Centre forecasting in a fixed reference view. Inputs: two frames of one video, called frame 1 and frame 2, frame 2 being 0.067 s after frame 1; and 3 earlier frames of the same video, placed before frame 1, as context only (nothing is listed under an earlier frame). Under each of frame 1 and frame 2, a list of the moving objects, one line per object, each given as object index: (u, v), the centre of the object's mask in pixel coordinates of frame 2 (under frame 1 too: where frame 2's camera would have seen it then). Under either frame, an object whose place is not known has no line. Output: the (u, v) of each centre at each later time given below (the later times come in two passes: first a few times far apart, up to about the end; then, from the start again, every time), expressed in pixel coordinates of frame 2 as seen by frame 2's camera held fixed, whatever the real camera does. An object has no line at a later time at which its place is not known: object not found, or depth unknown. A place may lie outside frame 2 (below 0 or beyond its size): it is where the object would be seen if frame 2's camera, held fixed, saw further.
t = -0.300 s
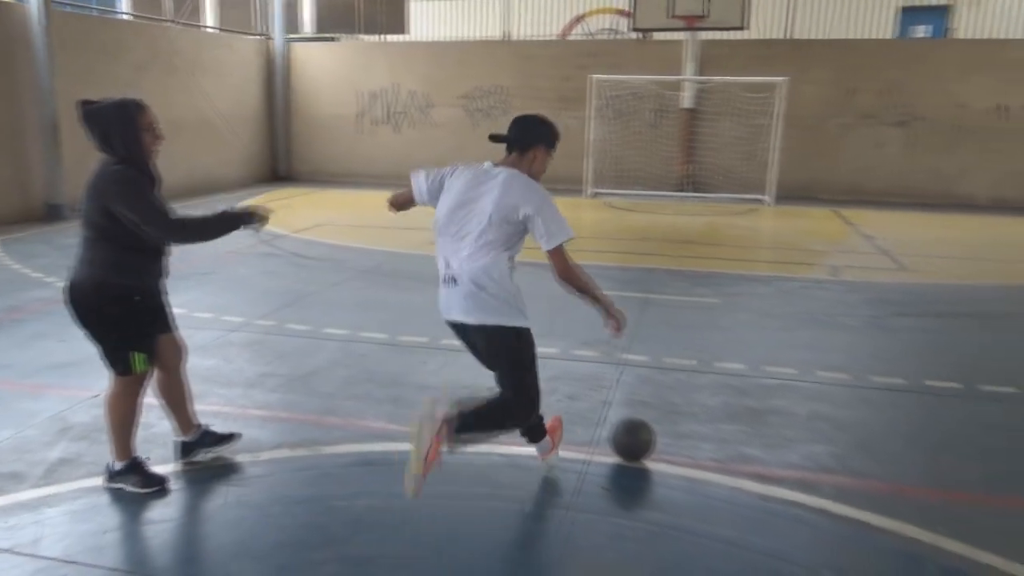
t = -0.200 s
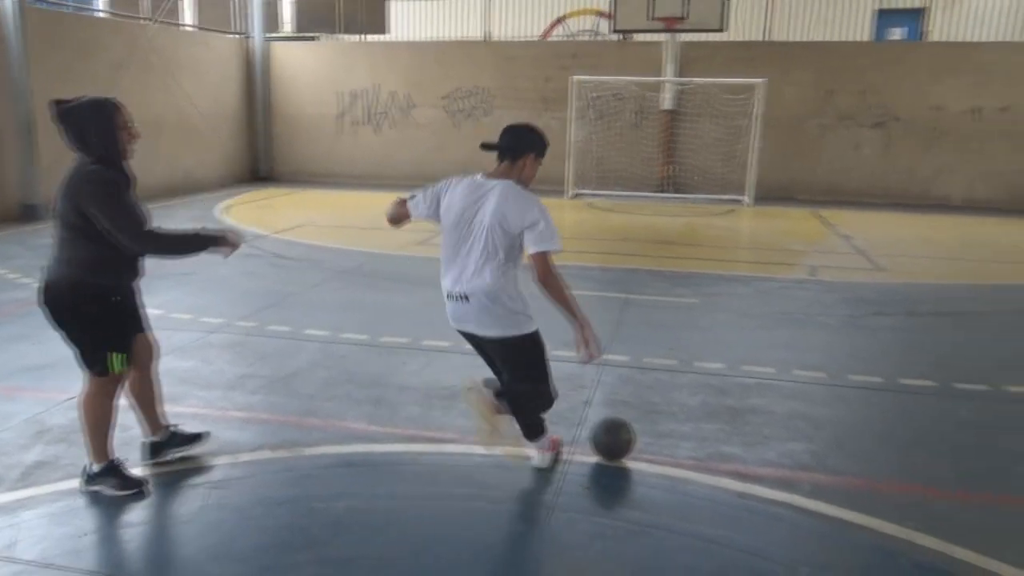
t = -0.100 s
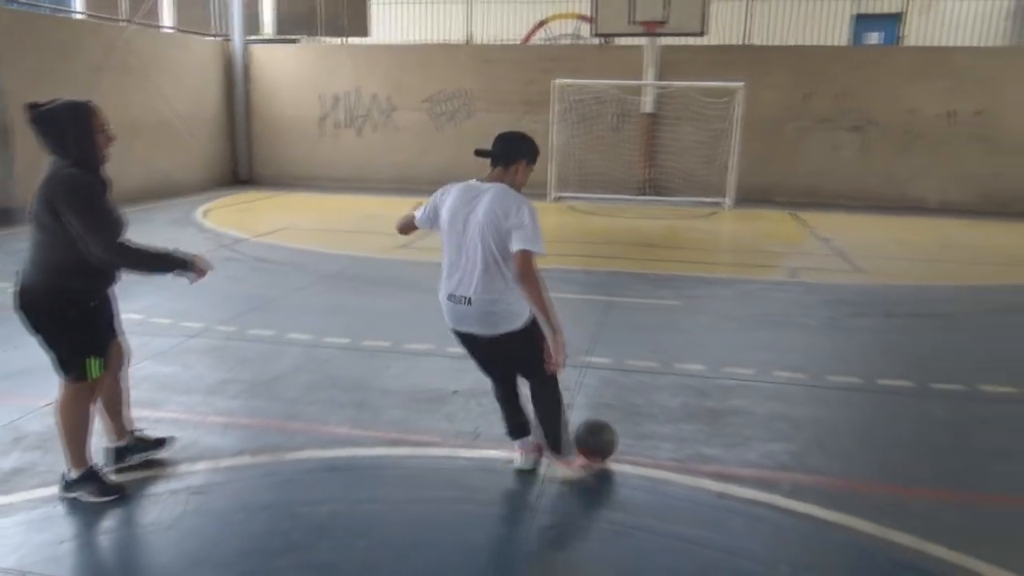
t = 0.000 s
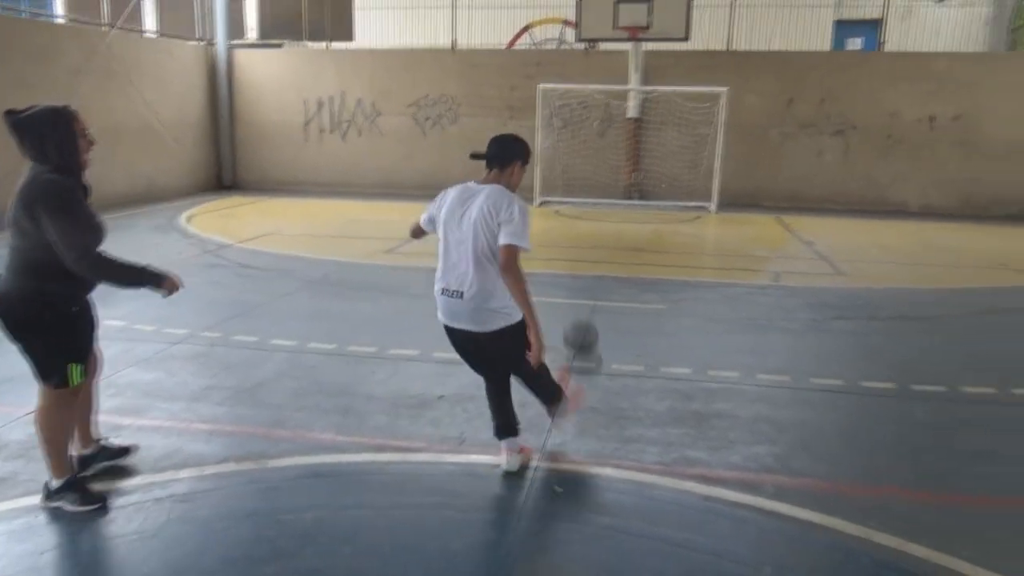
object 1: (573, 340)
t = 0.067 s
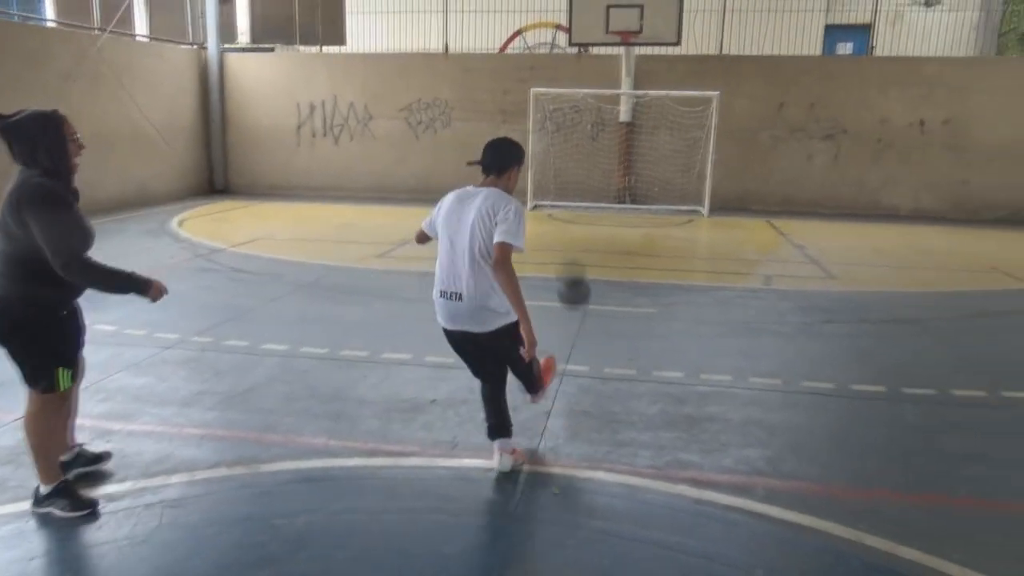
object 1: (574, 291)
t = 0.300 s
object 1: (568, 152)
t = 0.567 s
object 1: (563, 91)
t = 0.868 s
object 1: (557, 76)
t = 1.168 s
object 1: (552, 88)
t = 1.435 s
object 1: (549, 128)
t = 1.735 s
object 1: (551, 181)
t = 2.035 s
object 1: (557, 186)
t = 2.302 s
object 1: (561, 179)
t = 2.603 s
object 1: (568, 190)
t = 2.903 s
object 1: (575, 198)
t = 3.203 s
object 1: (581, 205)
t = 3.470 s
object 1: (586, 209)
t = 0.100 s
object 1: (572, 254)
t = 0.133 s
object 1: (572, 235)
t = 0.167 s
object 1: (572, 218)
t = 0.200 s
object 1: (569, 194)
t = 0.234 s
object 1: (571, 182)
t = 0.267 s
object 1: (570, 169)
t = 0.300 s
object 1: (568, 152)
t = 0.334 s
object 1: (568, 142)
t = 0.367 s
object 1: (567, 133)
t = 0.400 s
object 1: (566, 122)
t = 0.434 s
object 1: (566, 115)
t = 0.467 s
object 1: (565, 108)
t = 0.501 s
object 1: (564, 101)
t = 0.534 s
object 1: (563, 96)
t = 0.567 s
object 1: (563, 91)
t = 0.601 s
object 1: (562, 88)
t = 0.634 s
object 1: (561, 85)
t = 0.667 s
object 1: (561, 82)
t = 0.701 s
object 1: (560, 79)
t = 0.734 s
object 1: (559, 78)
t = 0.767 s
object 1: (559, 77)
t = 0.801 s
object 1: (558, 76)
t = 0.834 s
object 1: (558, 76)
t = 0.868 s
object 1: (557, 76)
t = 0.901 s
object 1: (556, 76)
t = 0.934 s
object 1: (556, 76)
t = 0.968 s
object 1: (556, 77)
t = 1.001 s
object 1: (555, 78)
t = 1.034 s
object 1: (554, 80)
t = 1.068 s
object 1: (554, 81)
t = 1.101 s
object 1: (553, 83)
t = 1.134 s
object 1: (553, 85)
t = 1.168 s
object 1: (552, 88)
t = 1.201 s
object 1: (551, 90)
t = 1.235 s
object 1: (551, 91)
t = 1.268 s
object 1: (551, 96)
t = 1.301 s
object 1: (550, 99)
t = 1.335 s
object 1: (550, 105)
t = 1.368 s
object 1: (550, 114)
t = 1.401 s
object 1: (550, 121)
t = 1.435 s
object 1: (549, 128)
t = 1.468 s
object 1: (549, 135)
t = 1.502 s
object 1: (549, 140)
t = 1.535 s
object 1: (550, 145)
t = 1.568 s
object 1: (549, 156)
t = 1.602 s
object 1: (549, 159)
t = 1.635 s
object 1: (550, 166)
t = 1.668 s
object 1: (550, 170)
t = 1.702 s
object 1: (550, 175)
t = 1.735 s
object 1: (551, 181)
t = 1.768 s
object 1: (552, 186)
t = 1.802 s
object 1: (552, 191)
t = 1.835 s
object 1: (551, 196)
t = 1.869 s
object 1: (552, 197)
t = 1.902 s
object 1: (554, 196)
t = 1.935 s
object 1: (554, 193)
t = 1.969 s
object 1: (554, 190)
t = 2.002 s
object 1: (555, 188)
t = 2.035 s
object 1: (557, 186)
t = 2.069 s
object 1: (557, 185)
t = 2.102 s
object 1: (557, 184)
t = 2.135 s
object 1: (558, 181)
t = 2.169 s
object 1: (559, 179)
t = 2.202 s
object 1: (559, 179)
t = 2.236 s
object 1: (560, 179)
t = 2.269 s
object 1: (560, 179)
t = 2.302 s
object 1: (561, 179)
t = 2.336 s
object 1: (562, 179)
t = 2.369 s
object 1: (563, 180)
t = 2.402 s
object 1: (563, 180)
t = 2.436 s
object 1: (564, 182)
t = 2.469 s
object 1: (565, 183)
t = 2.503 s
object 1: (565, 185)
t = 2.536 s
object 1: (566, 186)
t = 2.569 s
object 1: (567, 189)
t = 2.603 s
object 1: (568, 190)
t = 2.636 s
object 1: (569, 194)
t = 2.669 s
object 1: (569, 197)
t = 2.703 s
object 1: (569, 202)
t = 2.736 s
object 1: (570, 204)
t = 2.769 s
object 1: (570, 203)
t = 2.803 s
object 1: (572, 201)
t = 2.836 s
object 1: (573, 198)
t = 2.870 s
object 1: (574, 197)
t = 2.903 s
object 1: (575, 198)
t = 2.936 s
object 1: (576, 197)
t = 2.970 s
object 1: (577, 197)
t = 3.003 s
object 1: (578, 198)
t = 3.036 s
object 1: (578, 200)
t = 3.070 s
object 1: (579, 203)
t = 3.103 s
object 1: (579, 206)
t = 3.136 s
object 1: (580, 207)
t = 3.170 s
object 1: (580, 206)
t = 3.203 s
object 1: (581, 205)
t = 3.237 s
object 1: (582, 205)
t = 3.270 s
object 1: (583, 205)
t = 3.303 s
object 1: (583, 206)
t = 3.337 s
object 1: (583, 207)
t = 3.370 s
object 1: (584, 208)
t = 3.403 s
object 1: (585, 208)
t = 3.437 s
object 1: (585, 208)
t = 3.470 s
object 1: (586, 209)
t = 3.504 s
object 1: (586, 210)
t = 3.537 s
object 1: (587, 209)
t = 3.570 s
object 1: (587, 210)
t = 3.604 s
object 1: (587, 210)
